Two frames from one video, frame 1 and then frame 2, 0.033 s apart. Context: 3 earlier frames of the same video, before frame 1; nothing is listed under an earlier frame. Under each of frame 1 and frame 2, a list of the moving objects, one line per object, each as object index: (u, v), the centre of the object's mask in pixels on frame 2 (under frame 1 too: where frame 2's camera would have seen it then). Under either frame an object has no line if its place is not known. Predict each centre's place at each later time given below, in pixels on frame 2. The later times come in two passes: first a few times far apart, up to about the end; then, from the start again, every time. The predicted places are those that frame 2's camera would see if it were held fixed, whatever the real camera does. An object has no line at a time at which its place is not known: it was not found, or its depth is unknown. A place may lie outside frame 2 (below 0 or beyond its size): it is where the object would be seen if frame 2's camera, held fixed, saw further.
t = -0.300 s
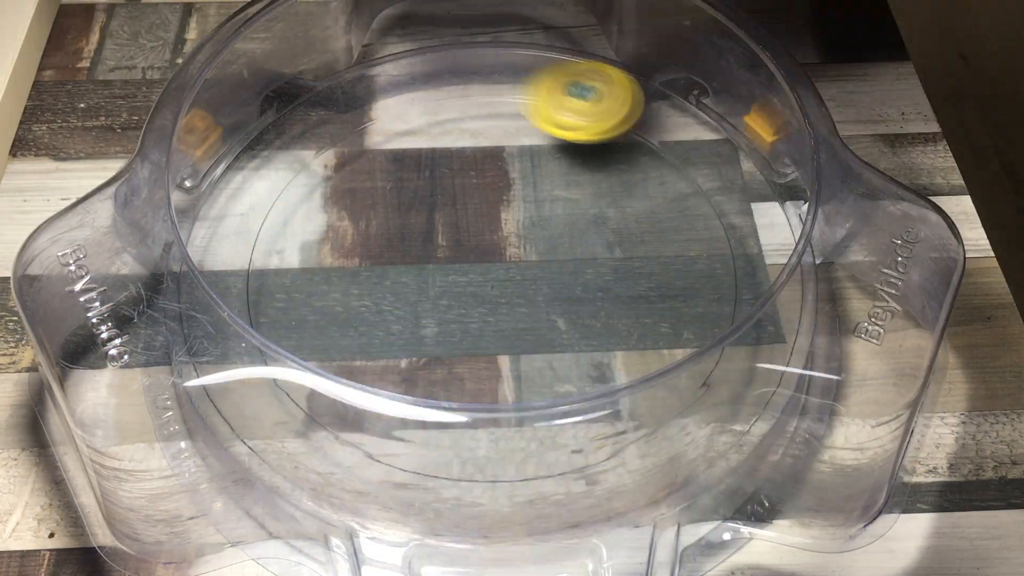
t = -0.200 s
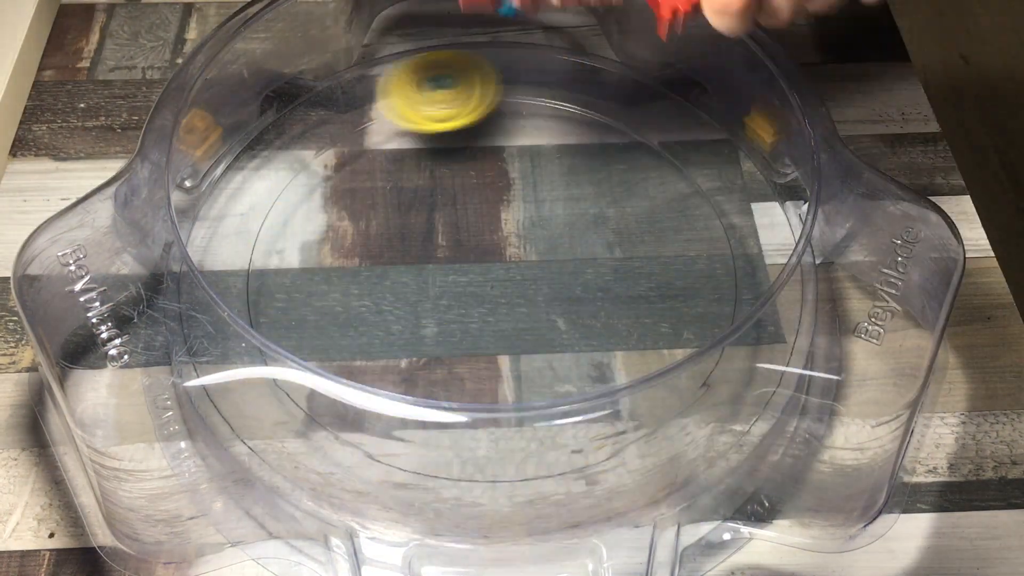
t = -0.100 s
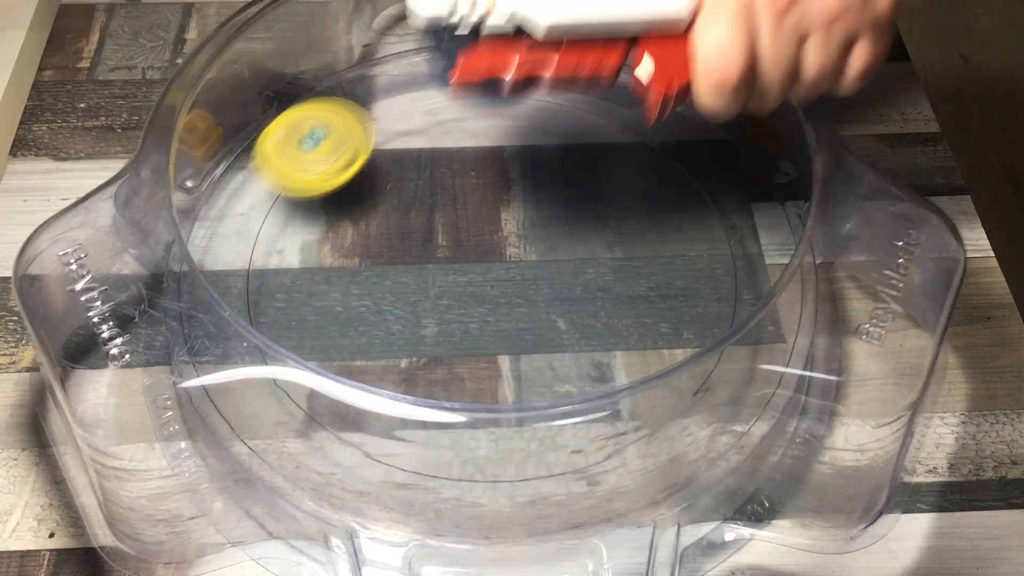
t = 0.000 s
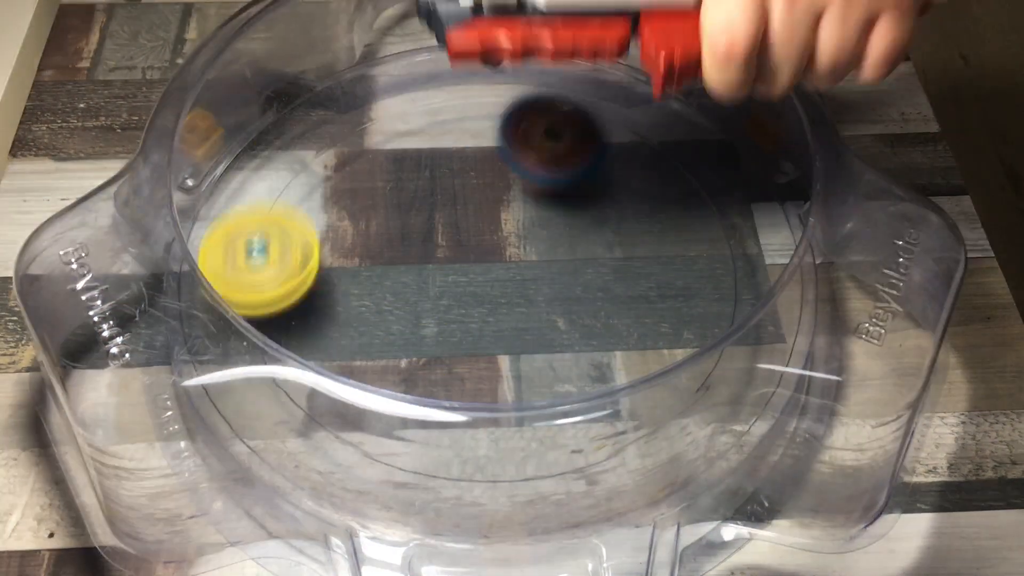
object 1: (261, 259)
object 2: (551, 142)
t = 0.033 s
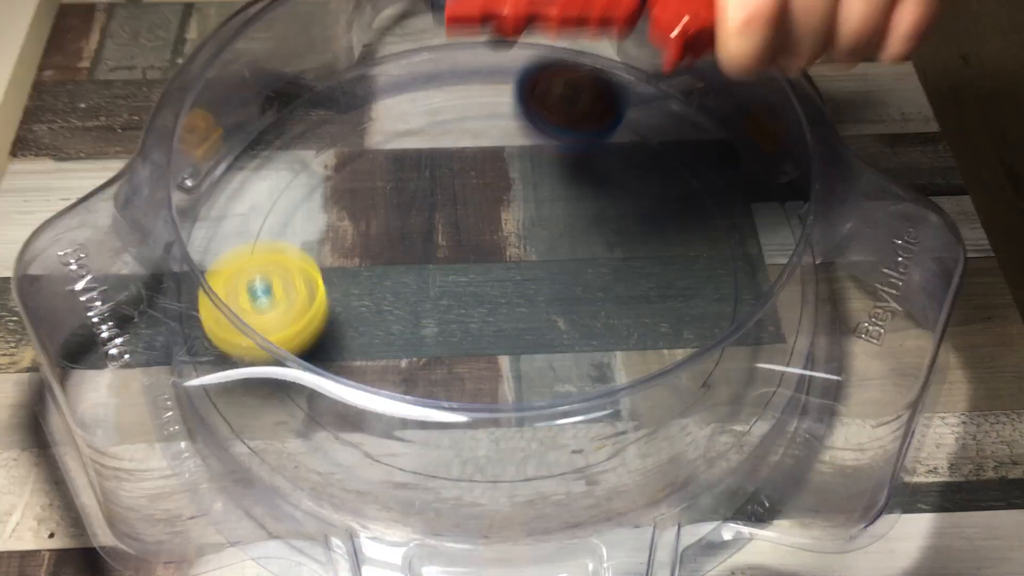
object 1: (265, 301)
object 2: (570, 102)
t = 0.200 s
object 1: (494, 458)
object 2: (644, 123)
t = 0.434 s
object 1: (716, 213)
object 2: (567, 228)
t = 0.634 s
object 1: (479, 86)
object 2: (441, 335)
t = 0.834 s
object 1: (267, 234)
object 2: (428, 339)
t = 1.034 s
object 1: (435, 432)
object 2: (547, 280)
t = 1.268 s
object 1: (717, 281)
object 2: (670, 150)
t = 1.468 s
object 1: (649, 154)
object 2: (499, 80)
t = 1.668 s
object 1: (455, 122)
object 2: (257, 232)
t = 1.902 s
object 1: (262, 261)
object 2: (653, 394)
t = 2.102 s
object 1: (429, 426)
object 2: (672, 309)
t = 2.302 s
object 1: (352, 386)
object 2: (575, 169)
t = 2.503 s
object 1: (371, 239)
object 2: (450, 73)
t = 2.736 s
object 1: (440, 235)
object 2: (309, 181)
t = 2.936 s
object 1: (454, 244)
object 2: (377, 380)
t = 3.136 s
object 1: (476, 188)
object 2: (685, 366)
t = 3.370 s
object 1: (452, 136)
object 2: (619, 96)
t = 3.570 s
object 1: (331, 221)
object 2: (393, 58)
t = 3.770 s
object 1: (287, 343)
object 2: (569, 279)
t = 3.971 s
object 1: (519, 456)
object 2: (798, 300)
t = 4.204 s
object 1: (587, 365)
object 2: (832, 306)
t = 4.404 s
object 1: (242, 251)
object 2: (664, 387)
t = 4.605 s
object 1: (313, 181)
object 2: (417, 324)
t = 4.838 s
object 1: (520, 177)
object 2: (333, 205)
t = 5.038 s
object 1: (604, 197)
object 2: (390, 206)
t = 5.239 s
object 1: (587, 229)
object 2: (382, 244)
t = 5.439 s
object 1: (581, 258)
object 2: (262, 271)
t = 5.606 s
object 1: (487, 268)
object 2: (347, 312)
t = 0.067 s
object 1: (285, 339)
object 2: (587, 72)
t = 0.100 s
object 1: (318, 392)
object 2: (605, 59)
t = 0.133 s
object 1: (366, 420)
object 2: (620, 63)
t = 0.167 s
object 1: (427, 442)
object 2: (636, 87)
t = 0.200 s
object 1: (494, 458)
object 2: (644, 123)
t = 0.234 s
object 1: (556, 436)
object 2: (642, 118)
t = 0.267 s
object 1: (616, 419)
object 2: (637, 115)
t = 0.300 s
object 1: (664, 385)
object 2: (629, 130)
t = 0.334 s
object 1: (696, 346)
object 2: (618, 164)
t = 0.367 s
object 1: (709, 293)
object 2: (606, 200)
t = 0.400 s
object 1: (722, 256)
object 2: (588, 209)
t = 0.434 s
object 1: (716, 213)
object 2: (567, 228)
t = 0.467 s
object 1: (693, 175)
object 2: (545, 263)
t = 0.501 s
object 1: (663, 141)
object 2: (522, 278)
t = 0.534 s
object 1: (622, 117)
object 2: (499, 299)
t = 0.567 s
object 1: (579, 98)
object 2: (477, 312)
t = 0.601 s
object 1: (530, 88)
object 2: (458, 325)
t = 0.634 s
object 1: (479, 86)
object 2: (441, 335)
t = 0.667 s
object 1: (429, 92)
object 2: (429, 340)
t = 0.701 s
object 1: (383, 109)
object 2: (420, 343)
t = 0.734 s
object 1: (340, 130)
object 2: (416, 344)
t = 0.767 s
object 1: (305, 158)
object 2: (416, 344)
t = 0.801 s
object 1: (282, 193)
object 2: (420, 342)
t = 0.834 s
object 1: (267, 234)
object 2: (428, 339)
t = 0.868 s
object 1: (268, 273)
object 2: (441, 334)
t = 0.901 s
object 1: (277, 313)
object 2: (457, 326)
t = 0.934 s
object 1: (306, 350)
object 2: (475, 317)
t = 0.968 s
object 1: (333, 398)
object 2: (498, 306)
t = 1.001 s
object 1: (380, 417)
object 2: (523, 293)
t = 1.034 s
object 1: (435, 432)
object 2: (547, 280)
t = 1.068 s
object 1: (490, 435)
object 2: (573, 265)
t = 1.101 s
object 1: (546, 431)
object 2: (598, 249)
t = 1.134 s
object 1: (599, 416)
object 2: (620, 231)
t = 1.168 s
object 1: (644, 391)
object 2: (640, 211)
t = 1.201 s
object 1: (681, 360)
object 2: (655, 191)
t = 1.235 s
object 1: (707, 323)
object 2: (666, 170)
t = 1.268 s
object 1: (717, 281)
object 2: (670, 150)
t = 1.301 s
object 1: (724, 248)
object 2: (666, 130)
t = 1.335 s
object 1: (713, 211)
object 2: (650, 123)
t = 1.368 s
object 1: (704, 186)
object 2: (623, 114)
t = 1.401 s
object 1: (691, 174)
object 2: (588, 99)
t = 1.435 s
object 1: (673, 163)
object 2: (546, 85)
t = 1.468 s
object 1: (649, 154)
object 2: (499, 80)
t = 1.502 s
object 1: (623, 145)
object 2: (450, 83)
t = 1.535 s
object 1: (593, 137)
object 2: (398, 94)
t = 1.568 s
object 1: (561, 130)
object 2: (348, 115)
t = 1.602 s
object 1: (527, 123)
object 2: (312, 140)
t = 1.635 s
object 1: (492, 121)
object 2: (280, 179)
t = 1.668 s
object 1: (455, 122)
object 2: (257, 232)
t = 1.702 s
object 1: (417, 129)
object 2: (259, 281)
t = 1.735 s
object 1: (381, 139)
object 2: (277, 324)
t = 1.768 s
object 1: (347, 153)
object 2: (321, 393)
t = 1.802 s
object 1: (316, 172)
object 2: (392, 433)
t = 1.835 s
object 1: (290, 197)
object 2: (482, 442)
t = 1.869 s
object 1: (270, 226)
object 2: (570, 429)
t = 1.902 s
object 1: (262, 261)
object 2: (653, 394)
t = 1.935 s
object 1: (274, 288)
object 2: (717, 353)
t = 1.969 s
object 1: (295, 314)
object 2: (781, 312)
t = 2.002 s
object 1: (315, 353)
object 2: (821, 255)
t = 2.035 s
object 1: (347, 380)
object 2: (783, 265)
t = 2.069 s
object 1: (380, 414)
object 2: (727, 295)
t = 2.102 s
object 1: (429, 426)
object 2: (672, 309)
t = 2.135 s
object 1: (479, 430)
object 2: (620, 333)
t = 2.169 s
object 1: (492, 443)
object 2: (583, 321)
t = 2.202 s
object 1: (438, 464)
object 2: (587, 271)
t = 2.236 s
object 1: (404, 422)
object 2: (589, 238)
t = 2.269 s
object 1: (376, 392)
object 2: (588, 208)
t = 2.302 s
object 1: (352, 386)
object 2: (575, 169)
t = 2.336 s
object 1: (335, 376)
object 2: (563, 142)
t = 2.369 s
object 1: (338, 329)
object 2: (544, 110)
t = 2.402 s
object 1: (336, 308)
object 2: (524, 90)
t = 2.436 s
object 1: (342, 292)
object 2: (501, 72)
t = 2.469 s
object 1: (355, 260)
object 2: (477, 65)
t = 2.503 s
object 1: (371, 239)
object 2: (450, 73)
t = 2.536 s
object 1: (386, 217)
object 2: (425, 88)
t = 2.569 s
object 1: (402, 200)
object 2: (396, 109)
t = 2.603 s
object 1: (413, 204)
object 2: (376, 110)
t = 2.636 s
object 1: (421, 212)
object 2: (357, 120)
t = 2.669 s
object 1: (428, 220)
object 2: (337, 145)
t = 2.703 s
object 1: (435, 228)
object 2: (321, 160)
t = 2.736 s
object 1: (440, 235)
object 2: (309, 181)
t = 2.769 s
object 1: (444, 241)
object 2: (298, 219)
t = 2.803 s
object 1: (447, 243)
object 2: (296, 246)
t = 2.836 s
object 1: (449, 246)
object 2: (299, 289)
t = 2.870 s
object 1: (451, 247)
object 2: (318, 313)
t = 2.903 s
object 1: (452, 247)
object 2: (345, 340)
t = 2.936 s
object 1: (454, 244)
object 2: (377, 380)
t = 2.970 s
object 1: (457, 239)
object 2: (426, 400)
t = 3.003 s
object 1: (460, 231)
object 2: (475, 420)
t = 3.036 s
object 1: (464, 222)
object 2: (529, 428)
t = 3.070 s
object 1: (469, 212)
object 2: (589, 414)
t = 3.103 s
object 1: (474, 199)
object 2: (645, 395)
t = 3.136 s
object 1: (476, 188)
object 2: (685, 366)
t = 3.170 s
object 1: (476, 177)
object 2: (716, 331)
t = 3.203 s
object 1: (475, 167)
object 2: (728, 289)
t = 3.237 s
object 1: (473, 159)
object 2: (727, 247)
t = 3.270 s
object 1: (469, 150)
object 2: (719, 202)
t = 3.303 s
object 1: (465, 144)
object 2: (701, 161)
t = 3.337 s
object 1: (459, 139)
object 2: (667, 122)
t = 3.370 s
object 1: (452, 136)
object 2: (619, 96)
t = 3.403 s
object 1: (446, 135)
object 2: (562, 79)
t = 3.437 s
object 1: (434, 140)
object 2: (507, 65)
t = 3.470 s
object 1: (402, 158)
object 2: (468, 45)
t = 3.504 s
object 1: (372, 178)
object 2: (432, 40)
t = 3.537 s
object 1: (347, 200)
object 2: (394, 39)
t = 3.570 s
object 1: (331, 221)
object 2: (393, 58)
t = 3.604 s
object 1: (324, 240)
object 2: (397, 105)
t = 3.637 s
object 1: (325, 256)
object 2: (407, 153)
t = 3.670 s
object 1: (331, 269)
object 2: (423, 203)
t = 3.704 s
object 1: (300, 299)
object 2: (463, 230)
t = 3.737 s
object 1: (271, 320)
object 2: (516, 259)
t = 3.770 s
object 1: (287, 343)
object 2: (569, 279)
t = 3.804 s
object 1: (309, 388)
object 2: (619, 296)
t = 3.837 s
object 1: (337, 414)
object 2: (664, 304)
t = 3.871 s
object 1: (374, 434)
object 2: (709, 307)
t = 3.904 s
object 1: (419, 458)
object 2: (743, 301)
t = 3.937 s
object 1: (471, 464)
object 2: (773, 302)
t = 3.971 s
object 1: (519, 456)
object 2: (798, 300)
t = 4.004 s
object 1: (569, 449)
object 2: (815, 297)
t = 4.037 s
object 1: (618, 436)
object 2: (841, 303)
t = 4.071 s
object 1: (658, 415)
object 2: (866, 315)
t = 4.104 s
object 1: (691, 392)
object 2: (873, 318)
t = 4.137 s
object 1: (720, 367)
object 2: (856, 309)
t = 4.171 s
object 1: (680, 357)
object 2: (879, 296)
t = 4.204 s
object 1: (587, 365)
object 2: (832, 306)
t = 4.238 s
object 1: (499, 361)
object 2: (821, 308)
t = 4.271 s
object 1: (419, 351)
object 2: (803, 326)
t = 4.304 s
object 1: (350, 330)
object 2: (783, 356)
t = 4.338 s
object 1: (291, 307)
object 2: (744, 370)
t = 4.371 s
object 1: (253, 282)
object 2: (704, 382)
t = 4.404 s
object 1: (242, 251)
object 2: (664, 387)
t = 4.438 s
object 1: (236, 232)
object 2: (619, 390)
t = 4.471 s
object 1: (238, 212)
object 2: (574, 388)
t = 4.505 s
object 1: (247, 198)
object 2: (527, 365)
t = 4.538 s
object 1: (262, 188)
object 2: (486, 357)
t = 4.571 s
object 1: (285, 183)
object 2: (450, 345)
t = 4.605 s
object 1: (313, 181)
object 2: (417, 324)
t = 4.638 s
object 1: (343, 180)
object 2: (390, 303)
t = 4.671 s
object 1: (372, 180)
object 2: (367, 282)
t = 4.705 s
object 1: (401, 179)
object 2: (352, 263)
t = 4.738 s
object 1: (433, 177)
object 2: (340, 244)
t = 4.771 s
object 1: (463, 177)
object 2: (334, 229)
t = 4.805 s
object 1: (492, 177)
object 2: (332, 216)
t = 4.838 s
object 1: (520, 177)
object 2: (333, 205)
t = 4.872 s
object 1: (544, 178)
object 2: (337, 199)
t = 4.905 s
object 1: (565, 179)
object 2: (345, 196)
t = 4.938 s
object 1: (583, 183)
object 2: (354, 195)
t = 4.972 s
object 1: (596, 187)
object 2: (366, 197)
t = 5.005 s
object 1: (603, 192)
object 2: (377, 200)
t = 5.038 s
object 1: (604, 197)
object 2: (390, 206)
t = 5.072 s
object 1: (599, 202)
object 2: (403, 212)
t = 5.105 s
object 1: (587, 207)
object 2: (415, 221)
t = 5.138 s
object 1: (570, 212)
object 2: (425, 227)
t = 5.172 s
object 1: (548, 219)
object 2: (434, 234)
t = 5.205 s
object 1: (564, 222)
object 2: (410, 236)
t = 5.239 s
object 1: (587, 229)
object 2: (382, 244)
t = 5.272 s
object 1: (604, 235)
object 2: (355, 248)
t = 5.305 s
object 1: (614, 242)
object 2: (330, 251)
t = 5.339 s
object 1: (615, 247)
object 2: (308, 255)
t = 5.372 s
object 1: (609, 251)
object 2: (285, 259)
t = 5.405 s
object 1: (597, 254)
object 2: (267, 265)
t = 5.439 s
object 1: (581, 258)
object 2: (262, 271)
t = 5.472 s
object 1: (563, 259)
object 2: (272, 284)
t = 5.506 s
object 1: (546, 261)
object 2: (287, 293)
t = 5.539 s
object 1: (526, 262)
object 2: (304, 303)
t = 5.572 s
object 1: (507, 264)
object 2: (325, 309)
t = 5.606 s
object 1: (487, 268)
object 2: (347, 312)
